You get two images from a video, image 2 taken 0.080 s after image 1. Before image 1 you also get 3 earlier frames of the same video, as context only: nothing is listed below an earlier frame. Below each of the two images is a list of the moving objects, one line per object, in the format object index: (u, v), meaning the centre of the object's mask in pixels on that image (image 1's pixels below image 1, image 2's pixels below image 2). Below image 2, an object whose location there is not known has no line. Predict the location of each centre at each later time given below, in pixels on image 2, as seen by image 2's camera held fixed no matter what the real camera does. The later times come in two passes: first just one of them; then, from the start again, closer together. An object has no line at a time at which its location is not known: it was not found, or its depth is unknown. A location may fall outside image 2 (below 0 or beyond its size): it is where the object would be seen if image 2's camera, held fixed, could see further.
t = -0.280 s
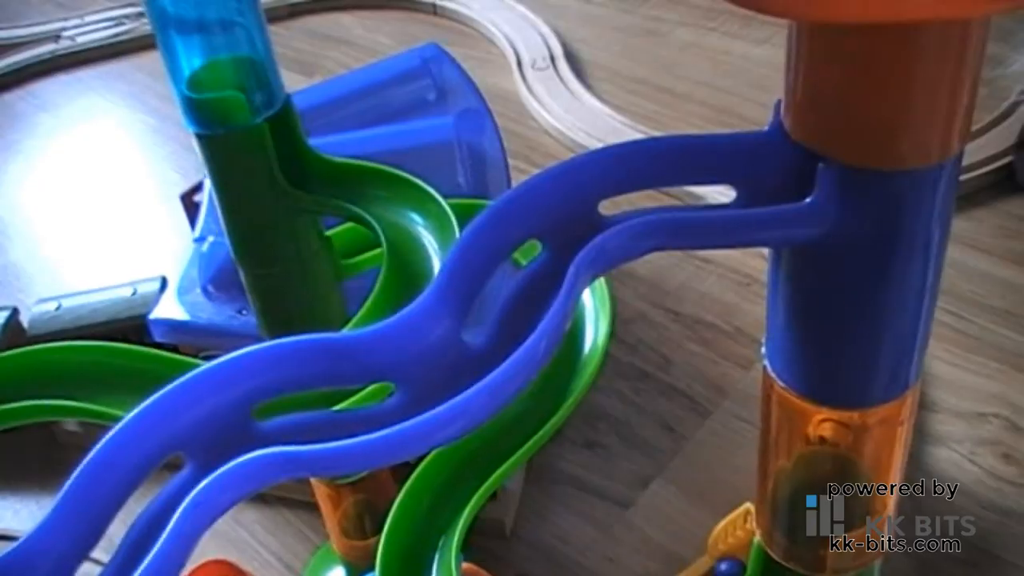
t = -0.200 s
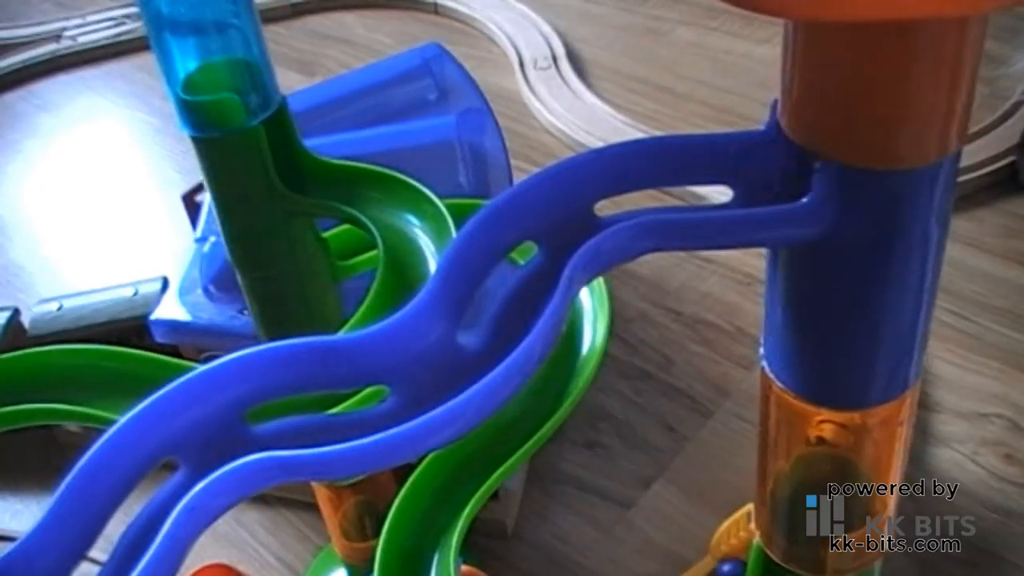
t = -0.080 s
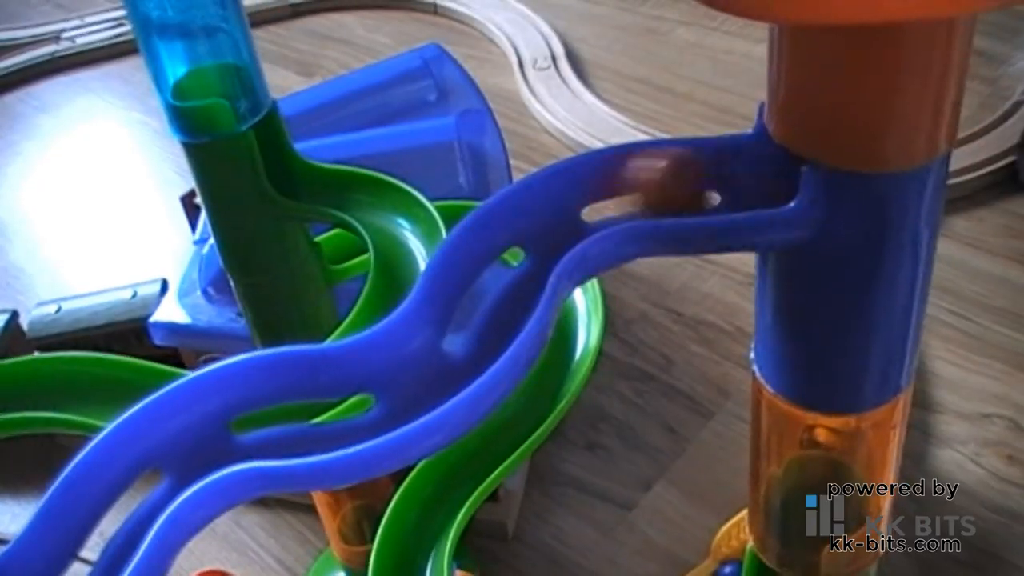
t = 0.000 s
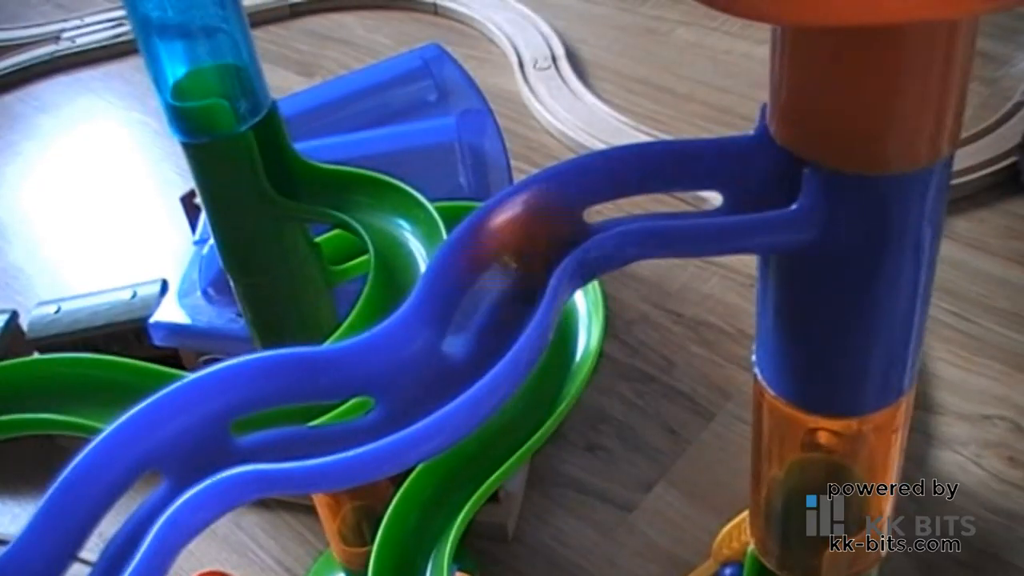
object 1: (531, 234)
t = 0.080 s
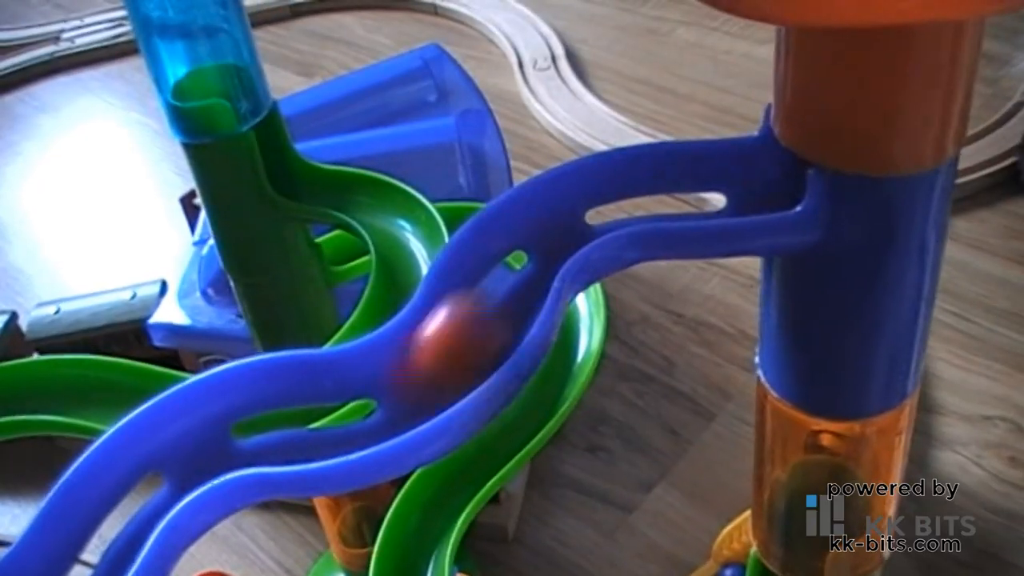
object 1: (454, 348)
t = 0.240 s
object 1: (162, 455)
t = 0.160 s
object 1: (298, 411)
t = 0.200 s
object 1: (219, 421)
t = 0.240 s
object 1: (162, 455)
